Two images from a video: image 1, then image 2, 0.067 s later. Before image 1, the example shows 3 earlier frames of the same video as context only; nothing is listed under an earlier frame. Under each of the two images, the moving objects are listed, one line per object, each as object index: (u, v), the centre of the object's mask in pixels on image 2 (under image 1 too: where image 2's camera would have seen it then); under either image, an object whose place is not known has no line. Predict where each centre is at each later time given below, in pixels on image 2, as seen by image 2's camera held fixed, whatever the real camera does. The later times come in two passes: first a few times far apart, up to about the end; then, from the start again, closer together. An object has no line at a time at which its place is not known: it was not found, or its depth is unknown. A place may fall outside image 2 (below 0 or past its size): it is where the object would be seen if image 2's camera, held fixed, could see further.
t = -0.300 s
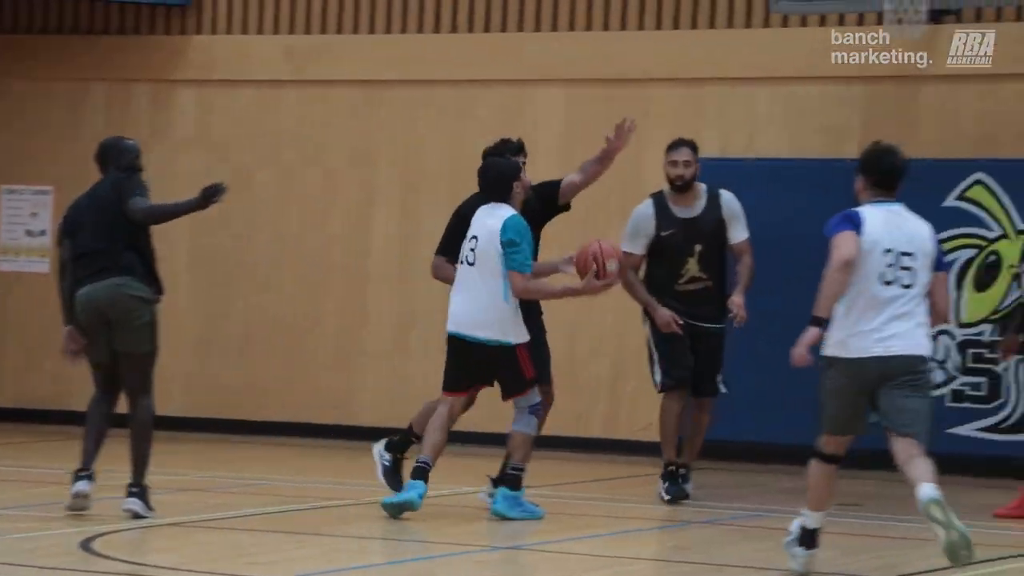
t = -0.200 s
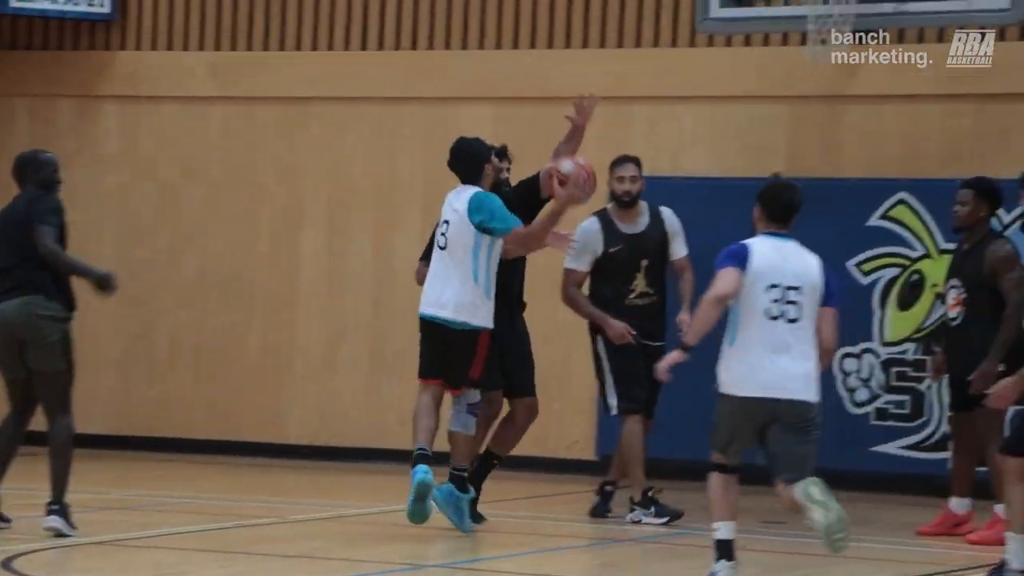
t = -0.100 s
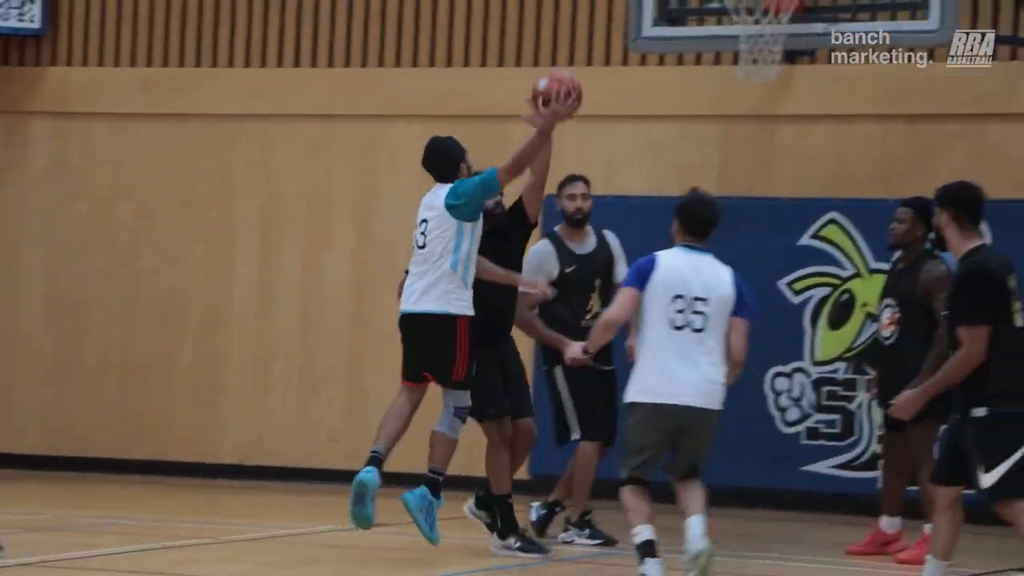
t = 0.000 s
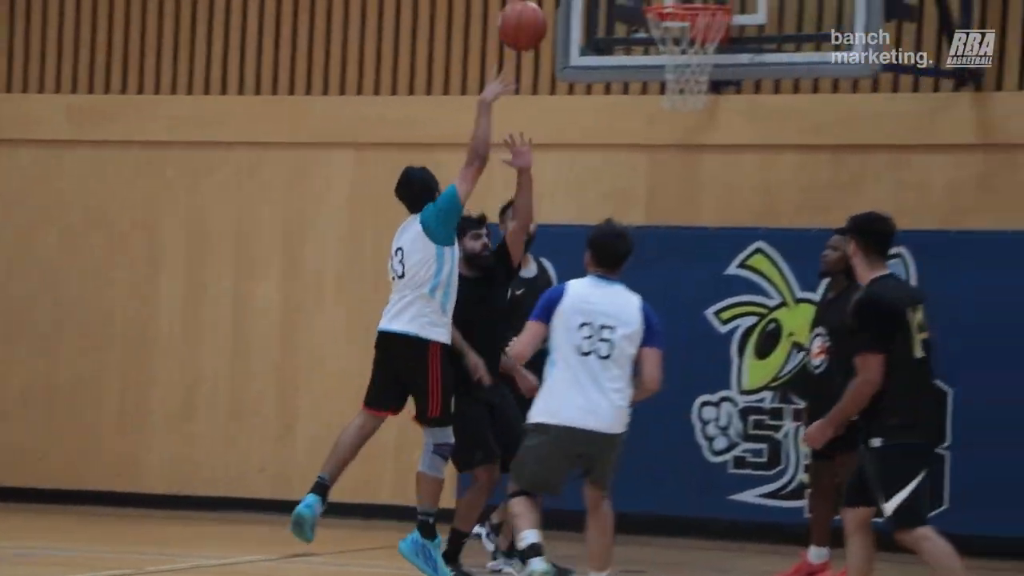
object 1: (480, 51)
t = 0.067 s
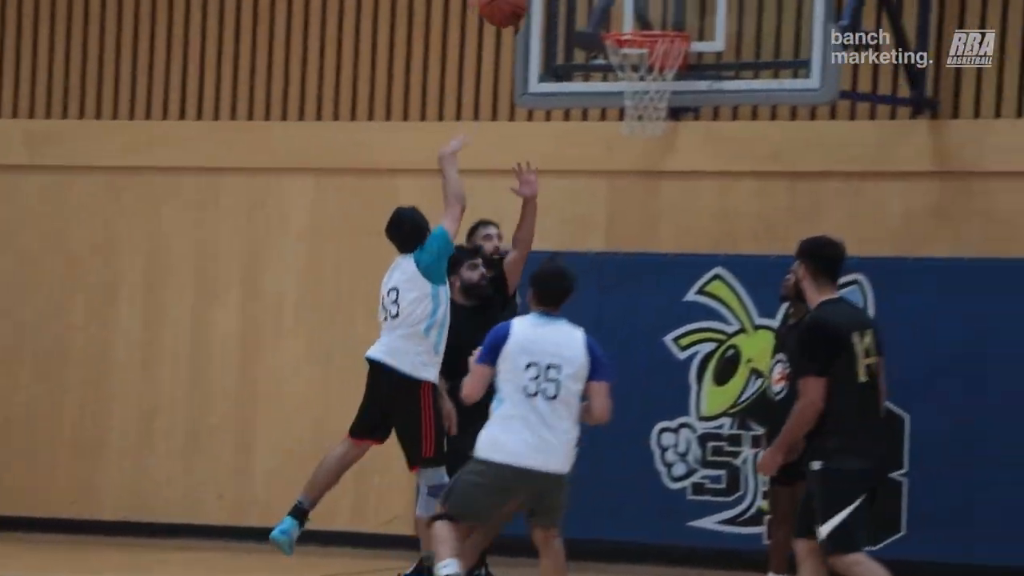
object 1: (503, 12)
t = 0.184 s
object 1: (539, -43)
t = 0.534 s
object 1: (633, -78)
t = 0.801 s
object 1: (691, -2)
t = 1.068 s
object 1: (680, -44)
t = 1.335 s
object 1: (645, 16)
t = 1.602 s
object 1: (645, 18)
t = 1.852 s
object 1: (642, 42)
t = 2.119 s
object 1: (642, 104)
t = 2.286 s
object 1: (640, 176)
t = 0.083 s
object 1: (508, 3)
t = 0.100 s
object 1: (513, -5)
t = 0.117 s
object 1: (519, -14)
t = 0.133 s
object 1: (523, -22)
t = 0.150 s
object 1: (529, -30)
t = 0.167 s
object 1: (533, -37)
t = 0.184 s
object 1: (539, -43)
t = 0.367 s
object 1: (591, -85)
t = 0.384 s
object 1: (596, -86)
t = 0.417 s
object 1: (604, -86)
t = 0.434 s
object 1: (608, -85)
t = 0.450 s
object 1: (612, -85)
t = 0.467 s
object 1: (617, -85)
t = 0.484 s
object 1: (621, -84)
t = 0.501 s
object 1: (625, -82)
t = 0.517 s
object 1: (629, -80)
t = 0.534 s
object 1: (633, -78)
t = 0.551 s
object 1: (637, -74)
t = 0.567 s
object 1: (641, -69)
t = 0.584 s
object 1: (646, -63)
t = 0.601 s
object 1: (649, -57)
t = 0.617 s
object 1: (653, -50)
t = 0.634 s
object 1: (657, -43)
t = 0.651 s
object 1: (661, -36)
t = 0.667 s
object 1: (665, -27)
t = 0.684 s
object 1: (669, -19)
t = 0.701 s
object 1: (673, -10)
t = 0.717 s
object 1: (677, -1)
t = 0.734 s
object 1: (680, 9)
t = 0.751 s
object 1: (684, 17)
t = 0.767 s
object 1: (686, 14)
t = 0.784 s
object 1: (689, 6)
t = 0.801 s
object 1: (691, -2)
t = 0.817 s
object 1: (693, -8)
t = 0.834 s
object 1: (694, -15)
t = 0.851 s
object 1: (697, -21)
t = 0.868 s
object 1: (699, -27)
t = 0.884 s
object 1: (699, -32)
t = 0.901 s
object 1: (698, -36)
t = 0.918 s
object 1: (697, -40)
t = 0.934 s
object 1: (695, -44)
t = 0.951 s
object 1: (693, -46)
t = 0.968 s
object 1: (692, -47)
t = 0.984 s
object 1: (689, -48)
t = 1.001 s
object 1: (688, -47)
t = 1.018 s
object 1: (686, -47)
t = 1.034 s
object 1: (684, -46)
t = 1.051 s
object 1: (681, -45)
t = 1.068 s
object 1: (680, -44)
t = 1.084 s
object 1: (678, -42)
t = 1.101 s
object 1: (676, -40)
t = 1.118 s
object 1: (674, -39)
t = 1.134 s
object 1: (671, -37)
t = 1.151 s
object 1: (669, -35)
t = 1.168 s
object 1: (667, -32)
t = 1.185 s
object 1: (665, -29)
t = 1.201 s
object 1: (663, -27)
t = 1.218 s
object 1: (661, -24)
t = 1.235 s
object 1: (658, -21)
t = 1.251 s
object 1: (656, -18)
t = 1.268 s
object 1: (654, -12)
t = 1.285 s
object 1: (651, -4)
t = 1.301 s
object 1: (649, 2)
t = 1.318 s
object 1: (647, 11)
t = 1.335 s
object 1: (645, 16)
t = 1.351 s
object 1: (645, 15)
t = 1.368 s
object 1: (645, 15)
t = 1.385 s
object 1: (645, 15)
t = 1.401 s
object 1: (645, 14)
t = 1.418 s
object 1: (645, 16)
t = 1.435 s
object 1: (644, 16)
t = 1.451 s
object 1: (644, 17)
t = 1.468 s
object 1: (644, 18)
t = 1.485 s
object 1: (644, 20)
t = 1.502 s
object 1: (644, 21)
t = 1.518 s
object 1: (644, 22)
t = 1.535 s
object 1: (644, 21)
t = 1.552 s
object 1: (644, 20)
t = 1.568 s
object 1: (644, 19)
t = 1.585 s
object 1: (645, 19)
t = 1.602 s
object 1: (645, 18)
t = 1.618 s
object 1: (645, 18)
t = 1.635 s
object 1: (645, 18)
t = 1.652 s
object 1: (645, 19)
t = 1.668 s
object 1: (645, 19)
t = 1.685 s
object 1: (646, 20)
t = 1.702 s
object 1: (646, 20)
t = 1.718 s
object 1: (646, 20)
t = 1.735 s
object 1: (646, 20)
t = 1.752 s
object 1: (644, 27)
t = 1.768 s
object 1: (644, 28)
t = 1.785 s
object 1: (644, 30)
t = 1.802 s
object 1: (644, 32)
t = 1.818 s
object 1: (644, 36)
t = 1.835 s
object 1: (643, 38)
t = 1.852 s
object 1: (642, 42)
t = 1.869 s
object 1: (641, 48)
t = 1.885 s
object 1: (639, 54)
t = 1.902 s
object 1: (642, 57)
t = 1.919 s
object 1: (642, 61)
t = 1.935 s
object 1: (644, 65)
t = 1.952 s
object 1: (643, 70)
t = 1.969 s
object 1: (641, 73)
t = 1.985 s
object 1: (640, 76)
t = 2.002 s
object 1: (639, 79)
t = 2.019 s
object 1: (641, 83)
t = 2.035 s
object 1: (642, 86)
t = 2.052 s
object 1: (643, 89)
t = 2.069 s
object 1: (642, 92)
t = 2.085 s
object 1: (642, 96)
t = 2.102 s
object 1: (642, 100)
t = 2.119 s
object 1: (642, 104)
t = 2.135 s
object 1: (643, 109)
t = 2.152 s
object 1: (642, 114)
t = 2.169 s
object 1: (642, 119)
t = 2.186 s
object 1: (640, 127)
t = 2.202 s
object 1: (641, 133)
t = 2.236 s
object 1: (641, 149)
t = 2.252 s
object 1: (641, 158)
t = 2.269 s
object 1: (641, 166)
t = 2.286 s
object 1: (640, 176)
